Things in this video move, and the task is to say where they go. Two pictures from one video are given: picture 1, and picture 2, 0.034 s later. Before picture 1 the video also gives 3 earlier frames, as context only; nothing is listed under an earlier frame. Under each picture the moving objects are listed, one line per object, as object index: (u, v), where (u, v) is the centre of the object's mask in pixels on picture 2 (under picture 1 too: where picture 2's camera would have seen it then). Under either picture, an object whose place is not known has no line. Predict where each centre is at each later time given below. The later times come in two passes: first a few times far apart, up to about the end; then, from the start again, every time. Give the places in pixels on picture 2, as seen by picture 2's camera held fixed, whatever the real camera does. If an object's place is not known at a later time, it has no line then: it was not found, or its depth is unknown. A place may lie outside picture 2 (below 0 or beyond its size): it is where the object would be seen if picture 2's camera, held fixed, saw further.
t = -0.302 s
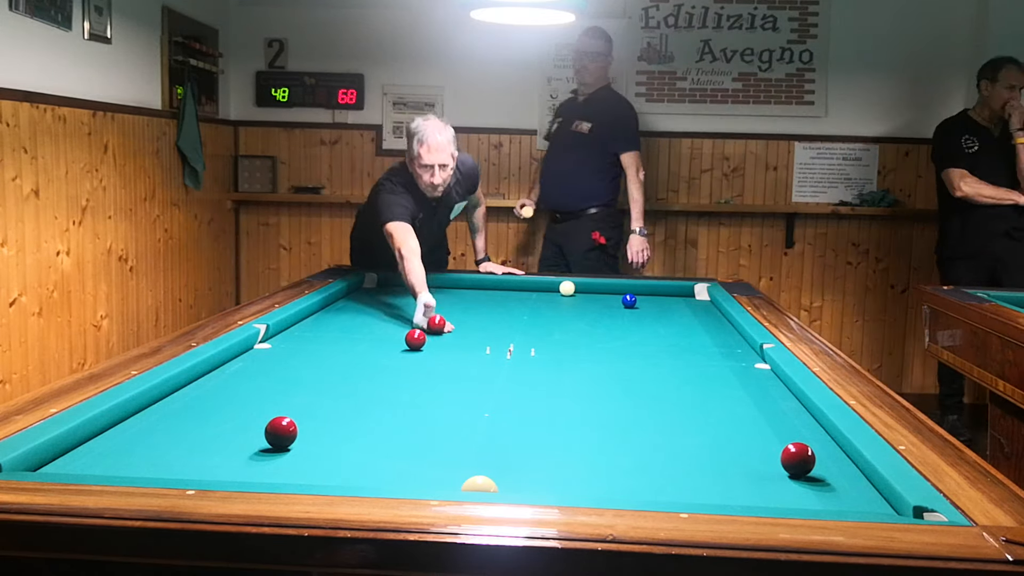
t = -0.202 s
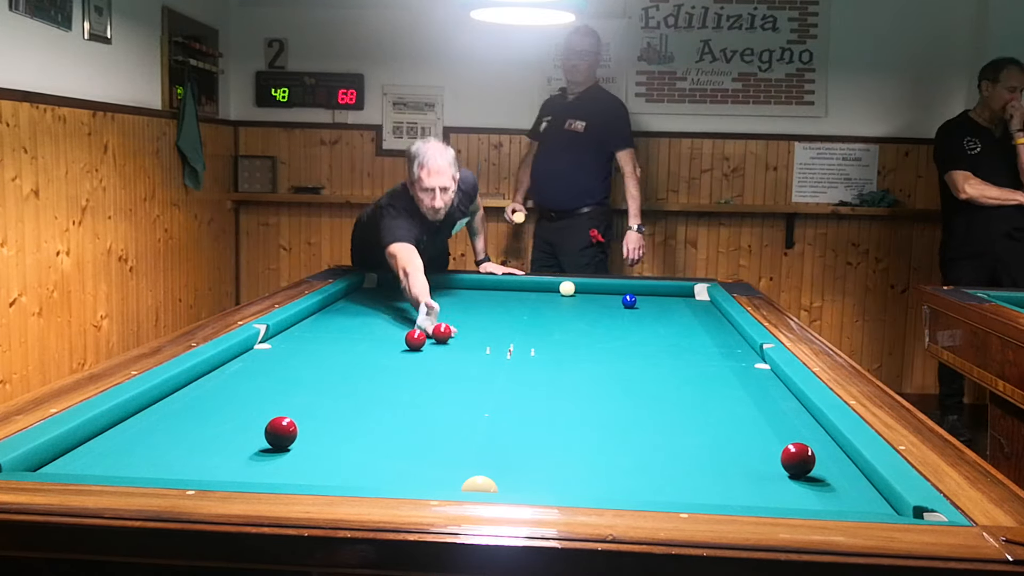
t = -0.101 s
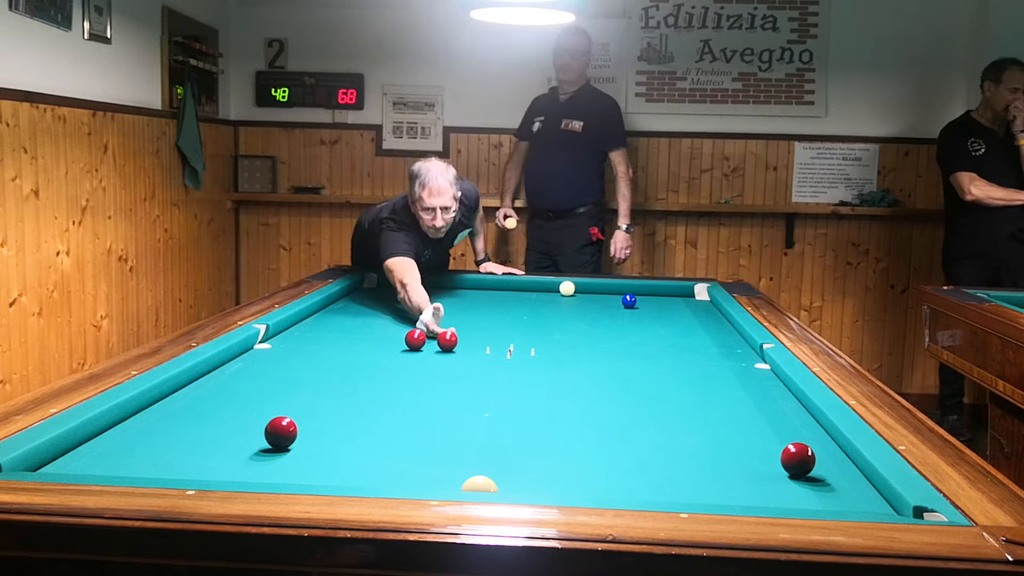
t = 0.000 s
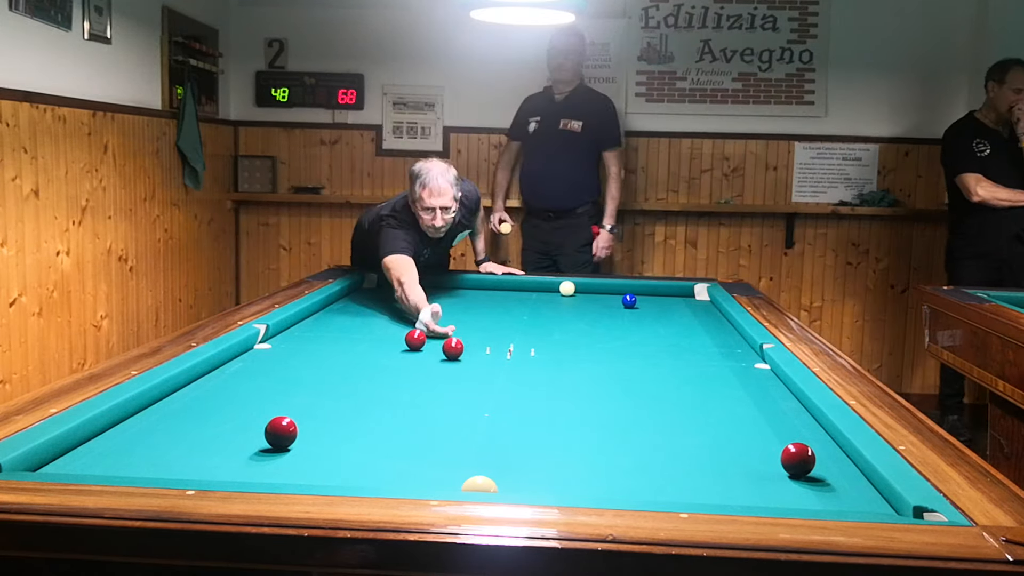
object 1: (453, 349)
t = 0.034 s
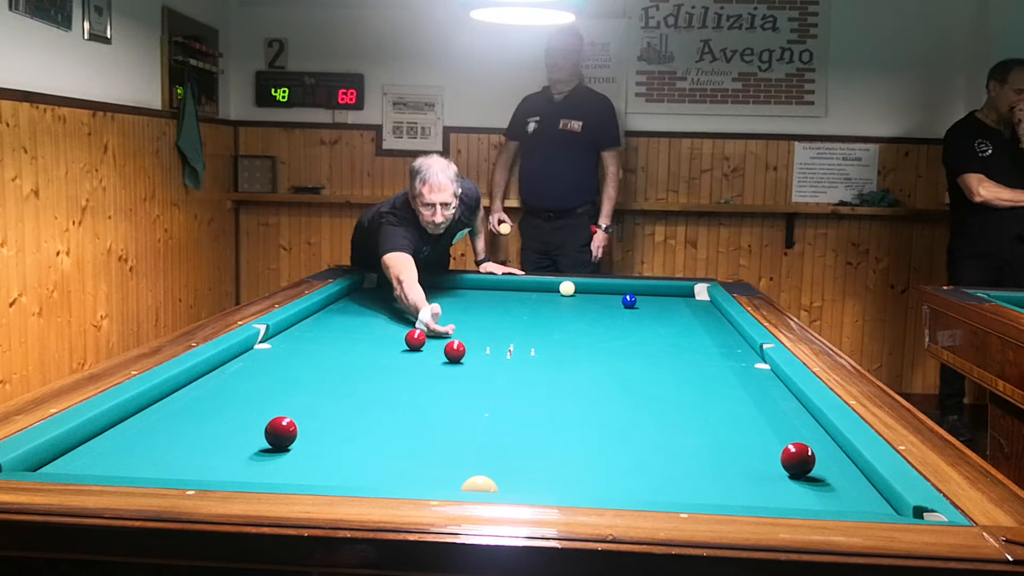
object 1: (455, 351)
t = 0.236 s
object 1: (467, 369)
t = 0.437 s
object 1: (482, 390)
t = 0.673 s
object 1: (503, 419)
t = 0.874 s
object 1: (526, 450)
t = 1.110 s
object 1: (560, 487)
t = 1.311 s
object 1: (587, 482)
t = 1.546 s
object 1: (611, 460)
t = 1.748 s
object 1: (628, 442)
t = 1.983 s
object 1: (646, 424)
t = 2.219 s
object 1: (662, 408)
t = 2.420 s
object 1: (674, 397)
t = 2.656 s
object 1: (686, 384)
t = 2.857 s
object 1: (695, 375)
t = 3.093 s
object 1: (705, 365)
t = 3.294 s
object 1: (713, 358)
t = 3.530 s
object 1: (721, 350)
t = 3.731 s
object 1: (727, 344)
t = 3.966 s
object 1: (733, 337)
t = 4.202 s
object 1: (728, 331)
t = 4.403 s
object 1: (720, 327)
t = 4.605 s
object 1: (712, 322)
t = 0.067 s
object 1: (457, 354)
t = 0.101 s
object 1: (459, 357)
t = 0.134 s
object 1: (461, 360)
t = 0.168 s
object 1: (463, 363)
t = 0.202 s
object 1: (465, 366)
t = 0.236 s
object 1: (467, 369)
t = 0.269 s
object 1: (470, 372)
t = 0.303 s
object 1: (472, 376)
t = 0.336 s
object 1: (474, 379)
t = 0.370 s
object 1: (477, 382)
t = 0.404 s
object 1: (479, 386)
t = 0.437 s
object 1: (482, 390)
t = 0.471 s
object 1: (485, 393)
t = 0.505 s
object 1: (488, 397)
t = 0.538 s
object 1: (490, 401)
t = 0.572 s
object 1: (493, 406)
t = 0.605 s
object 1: (496, 410)
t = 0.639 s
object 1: (500, 414)
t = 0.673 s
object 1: (503, 419)
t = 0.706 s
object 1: (507, 424)
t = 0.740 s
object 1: (510, 429)
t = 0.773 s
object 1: (514, 434)
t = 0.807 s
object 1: (517, 439)
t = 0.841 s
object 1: (522, 445)
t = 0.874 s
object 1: (526, 450)
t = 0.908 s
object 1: (530, 456)
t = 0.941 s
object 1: (534, 462)
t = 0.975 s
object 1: (539, 468)
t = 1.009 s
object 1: (544, 475)
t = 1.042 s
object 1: (549, 480)
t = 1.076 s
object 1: (555, 484)
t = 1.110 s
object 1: (560, 487)
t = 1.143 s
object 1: (566, 491)
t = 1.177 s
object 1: (571, 492)
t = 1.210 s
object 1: (575, 489)
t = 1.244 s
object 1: (579, 487)
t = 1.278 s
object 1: (583, 485)
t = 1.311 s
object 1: (587, 482)
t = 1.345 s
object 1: (591, 480)
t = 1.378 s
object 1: (594, 477)
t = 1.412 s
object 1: (597, 473)
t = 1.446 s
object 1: (601, 470)
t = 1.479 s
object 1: (604, 467)
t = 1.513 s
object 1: (608, 463)
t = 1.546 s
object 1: (611, 460)
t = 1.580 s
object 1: (614, 457)
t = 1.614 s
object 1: (617, 454)
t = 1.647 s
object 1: (620, 451)
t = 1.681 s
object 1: (623, 448)
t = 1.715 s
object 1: (626, 444)
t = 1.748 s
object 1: (628, 442)
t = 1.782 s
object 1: (631, 439)
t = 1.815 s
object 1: (634, 437)
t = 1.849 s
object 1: (636, 434)
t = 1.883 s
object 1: (639, 431)
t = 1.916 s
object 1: (642, 429)
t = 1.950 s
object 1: (644, 426)
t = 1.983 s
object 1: (646, 424)
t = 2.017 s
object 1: (649, 422)
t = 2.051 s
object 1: (651, 419)
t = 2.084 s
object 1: (654, 417)
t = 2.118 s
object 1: (656, 415)
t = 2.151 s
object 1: (658, 413)
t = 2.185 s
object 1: (660, 410)
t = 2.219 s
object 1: (662, 408)
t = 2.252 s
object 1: (664, 406)
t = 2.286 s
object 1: (666, 404)
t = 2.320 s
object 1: (668, 402)
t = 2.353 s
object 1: (670, 400)
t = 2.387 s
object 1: (672, 398)
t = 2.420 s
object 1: (674, 397)
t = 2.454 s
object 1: (676, 395)
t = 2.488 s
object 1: (677, 393)
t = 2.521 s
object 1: (679, 391)
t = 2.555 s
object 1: (681, 390)
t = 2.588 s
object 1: (683, 388)
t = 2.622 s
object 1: (684, 386)
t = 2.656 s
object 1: (686, 384)
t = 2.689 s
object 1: (688, 383)
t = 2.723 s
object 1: (689, 381)
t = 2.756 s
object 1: (691, 380)
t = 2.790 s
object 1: (692, 378)
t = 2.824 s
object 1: (694, 377)
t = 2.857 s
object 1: (695, 375)
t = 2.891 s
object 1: (697, 374)
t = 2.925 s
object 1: (698, 372)
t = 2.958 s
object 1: (700, 371)
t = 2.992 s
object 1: (701, 369)
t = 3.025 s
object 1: (702, 368)
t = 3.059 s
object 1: (704, 367)
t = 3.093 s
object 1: (705, 365)
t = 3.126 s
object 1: (706, 364)
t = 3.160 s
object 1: (708, 363)
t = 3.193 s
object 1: (709, 362)
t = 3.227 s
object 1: (710, 360)
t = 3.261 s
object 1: (711, 359)
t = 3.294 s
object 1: (713, 358)
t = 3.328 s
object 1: (714, 357)
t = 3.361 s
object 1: (715, 356)
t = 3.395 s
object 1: (716, 354)
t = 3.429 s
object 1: (717, 353)
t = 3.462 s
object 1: (718, 352)
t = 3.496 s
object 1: (719, 351)
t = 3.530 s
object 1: (721, 350)
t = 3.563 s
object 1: (721, 349)
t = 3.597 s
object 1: (722, 348)
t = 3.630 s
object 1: (724, 347)
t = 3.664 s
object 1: (725, 346)
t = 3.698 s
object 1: (726, 345)
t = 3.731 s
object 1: (727, 344)
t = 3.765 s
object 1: (728, 343)
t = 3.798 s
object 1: (728, 342)
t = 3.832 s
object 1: (729, 341)
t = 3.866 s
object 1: (730, 340)
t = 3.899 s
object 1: (731, 339)
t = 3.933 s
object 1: (732, 338)
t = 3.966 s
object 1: (733, 337)
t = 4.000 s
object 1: (734, 336)
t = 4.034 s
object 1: (735, 336)
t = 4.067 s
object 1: (734, 335)
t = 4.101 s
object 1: (732, 334)
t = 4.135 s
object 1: (731, 333)
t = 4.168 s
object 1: (730, 332)
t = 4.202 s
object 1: (728, 331)
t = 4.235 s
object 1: (727, 331)
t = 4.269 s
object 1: (725, 330)
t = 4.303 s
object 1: (724, 329)
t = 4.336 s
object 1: (723, 328)
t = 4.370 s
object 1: (721, 327)
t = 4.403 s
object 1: (720, 327)
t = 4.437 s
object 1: (719, 326)
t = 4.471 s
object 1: (718, 325)
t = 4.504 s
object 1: (716, 324)
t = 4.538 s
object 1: (715, 324)
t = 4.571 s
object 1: (713, 323)
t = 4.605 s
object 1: (712, 322)
